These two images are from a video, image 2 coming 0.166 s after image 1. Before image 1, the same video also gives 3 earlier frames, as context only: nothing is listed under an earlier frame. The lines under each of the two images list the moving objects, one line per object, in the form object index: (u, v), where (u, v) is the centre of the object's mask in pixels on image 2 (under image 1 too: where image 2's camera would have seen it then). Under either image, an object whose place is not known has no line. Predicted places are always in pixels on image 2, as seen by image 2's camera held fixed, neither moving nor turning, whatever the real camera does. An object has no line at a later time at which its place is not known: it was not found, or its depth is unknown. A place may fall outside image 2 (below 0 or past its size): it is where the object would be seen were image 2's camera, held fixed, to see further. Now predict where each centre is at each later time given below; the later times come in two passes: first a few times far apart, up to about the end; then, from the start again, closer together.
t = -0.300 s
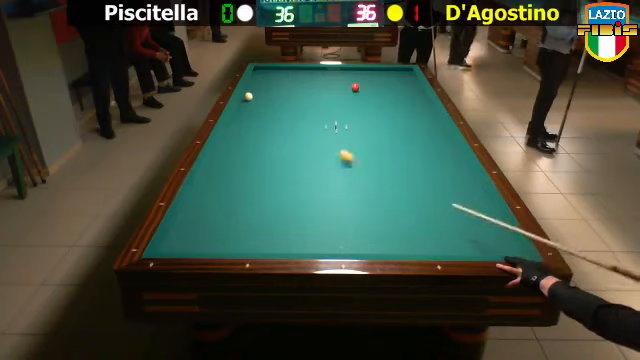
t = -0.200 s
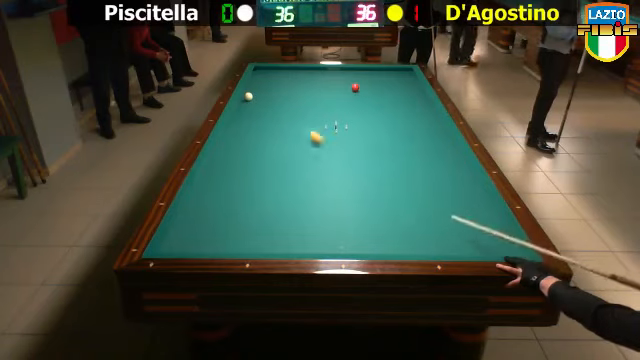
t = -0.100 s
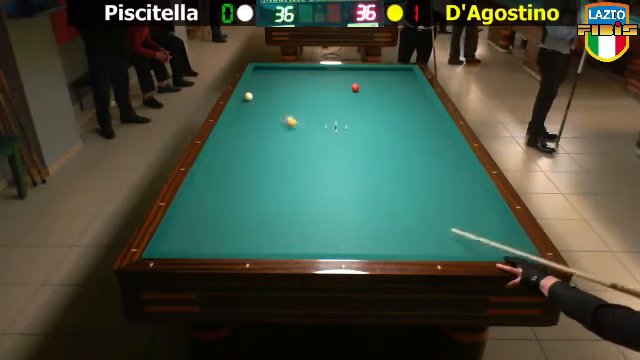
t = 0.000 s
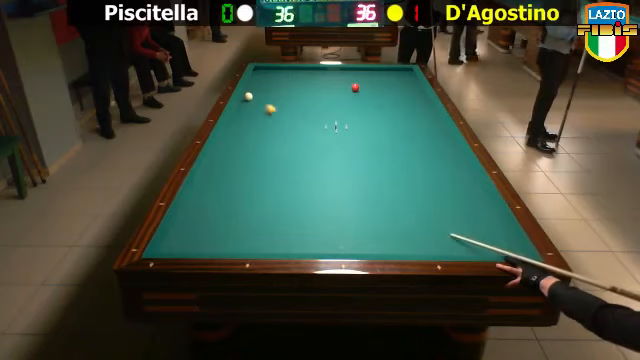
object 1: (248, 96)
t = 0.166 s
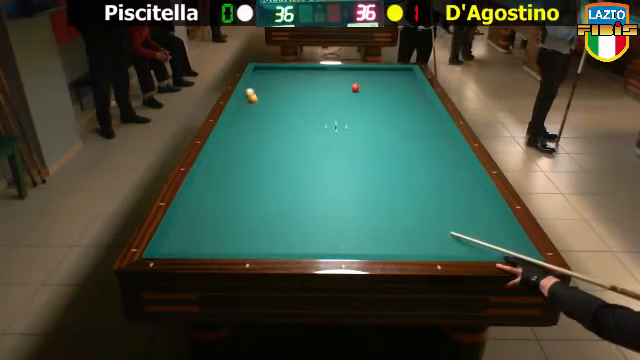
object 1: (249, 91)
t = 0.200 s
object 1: (254, 90)
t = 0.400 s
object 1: (280, 82)
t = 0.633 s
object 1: (303, 75)
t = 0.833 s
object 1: (321, 69)
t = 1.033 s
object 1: (338, 70)
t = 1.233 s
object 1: (357, 74)
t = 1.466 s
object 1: (379, 78)
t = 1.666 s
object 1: (398, 82)
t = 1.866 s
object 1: (418, 86)
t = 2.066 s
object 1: (410, 90)
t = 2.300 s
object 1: (401, 95)
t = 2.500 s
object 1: (392, 100)
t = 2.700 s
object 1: (383, 104)
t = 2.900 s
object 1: (374, 109)
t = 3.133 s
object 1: (362, 115)
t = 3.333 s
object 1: (352, 120)
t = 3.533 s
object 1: (342, 126)
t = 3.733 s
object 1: (330, 131)
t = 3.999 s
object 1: (316, 139)
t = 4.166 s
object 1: (306, 144)
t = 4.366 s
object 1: (293, 151)
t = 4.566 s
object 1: (281, 158)
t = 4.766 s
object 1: (268, 164)
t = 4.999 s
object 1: (251, 173)
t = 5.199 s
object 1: (237, 180)
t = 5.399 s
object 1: (222, 187)
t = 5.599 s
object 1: (206, 196)
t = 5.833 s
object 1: (192, 205)
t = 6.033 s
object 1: (195, 211)
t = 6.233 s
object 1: (198, 218)
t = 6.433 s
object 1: (201, 225)
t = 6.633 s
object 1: (204, 233)
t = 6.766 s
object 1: (206, 236)
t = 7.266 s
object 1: (219, 244)
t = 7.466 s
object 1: (220, 243)
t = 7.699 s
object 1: (225, 239)
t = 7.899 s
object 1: (229, 236)
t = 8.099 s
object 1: (232, 234)
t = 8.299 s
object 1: (236, 231)
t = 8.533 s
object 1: (239, 228)
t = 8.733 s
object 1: (242, 226)
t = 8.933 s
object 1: (245, 224)
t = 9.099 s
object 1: (247, 222)
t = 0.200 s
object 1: (254, 90)
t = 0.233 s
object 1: (260, 88)
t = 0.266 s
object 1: (264, 87)
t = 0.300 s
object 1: (268, 85)
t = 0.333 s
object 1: (273, 84)
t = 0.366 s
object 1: (276, 83)
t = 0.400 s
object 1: (280, 82)
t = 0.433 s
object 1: (283, 81)
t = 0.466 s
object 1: (287, 80)
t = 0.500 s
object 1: (290, 79)
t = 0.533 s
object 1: (294, 77)
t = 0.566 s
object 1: (296, 76)
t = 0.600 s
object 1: (300, 75)
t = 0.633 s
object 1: (303, 75)
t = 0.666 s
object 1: (306, 74)
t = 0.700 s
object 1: (309, 73)
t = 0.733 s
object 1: (312, 72)
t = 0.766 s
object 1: (315, 71)
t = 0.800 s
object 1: (318, 70)
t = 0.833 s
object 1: (321, 69)
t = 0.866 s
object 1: (323, 68)
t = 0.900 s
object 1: (326, 68)
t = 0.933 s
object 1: (329, 69)
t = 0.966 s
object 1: (332, 69)
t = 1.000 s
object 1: (335, 69)
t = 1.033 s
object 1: (338, 70)
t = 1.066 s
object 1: (341, 71)
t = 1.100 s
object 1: (344, 71)
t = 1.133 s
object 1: (347, 72)
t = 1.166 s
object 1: (350, 72)
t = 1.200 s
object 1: (354, 73)
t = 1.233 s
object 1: (357, 74)
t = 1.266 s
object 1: (360, 75)
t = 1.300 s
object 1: (363, 75)
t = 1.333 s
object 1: (366, 76)
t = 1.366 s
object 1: (369, 76)
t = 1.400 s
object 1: (372, 77)
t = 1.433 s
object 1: (376, 77)
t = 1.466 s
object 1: (379, 78)
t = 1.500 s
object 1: (382, 78)
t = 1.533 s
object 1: (385, 79)
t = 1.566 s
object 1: (388, 80)
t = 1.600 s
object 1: (391, 80)
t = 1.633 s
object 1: (395, 81)
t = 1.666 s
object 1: (398, 82)
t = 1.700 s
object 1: (402, 83)
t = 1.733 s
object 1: (405, 83)
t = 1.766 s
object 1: (408, 84)
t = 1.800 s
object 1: (411, 85)
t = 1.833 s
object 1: (415, 85)
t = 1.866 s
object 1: (418, 86)
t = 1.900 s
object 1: (417, 86)
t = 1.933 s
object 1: (416, 87)
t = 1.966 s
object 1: (414, 88)
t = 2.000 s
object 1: (413, 89)
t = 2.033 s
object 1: (411, 89)
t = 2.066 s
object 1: (410, 90)
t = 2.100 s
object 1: (409, 91)
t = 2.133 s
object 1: (408, 91)
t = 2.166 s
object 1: (406, 92)
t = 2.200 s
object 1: (405, 93)
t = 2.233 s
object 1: (403, 94)
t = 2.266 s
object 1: (402, 94)
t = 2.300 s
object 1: (401, 95)
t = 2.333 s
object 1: (399, 96)
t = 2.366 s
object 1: (398, 97)
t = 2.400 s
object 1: (396, 97)
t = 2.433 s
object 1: (395, 98)
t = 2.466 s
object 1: (394, 99)
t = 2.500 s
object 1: (392, 100)
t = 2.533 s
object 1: (390, 100)
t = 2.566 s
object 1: (389, 101)
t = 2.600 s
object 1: (388, 102)
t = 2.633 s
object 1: (386, 103)
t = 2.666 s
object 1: (385, 103)
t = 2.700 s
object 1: (383, 104)
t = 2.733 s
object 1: (381, 105)
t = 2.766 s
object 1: (380, 105)
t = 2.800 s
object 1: (378, 106)
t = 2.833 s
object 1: (377, 107)
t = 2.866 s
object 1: (375, 108)
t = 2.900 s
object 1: (374, 109)
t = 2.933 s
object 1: (372, 110)
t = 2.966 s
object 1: (371, 110)
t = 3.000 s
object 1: (369, 111)
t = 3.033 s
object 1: (368, 112)
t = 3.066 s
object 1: (366, 113)
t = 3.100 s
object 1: (364, 114)
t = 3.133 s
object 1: (362, 115)
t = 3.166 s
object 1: (361, 116)
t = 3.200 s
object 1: (359, 117)
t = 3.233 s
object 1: (357, 117)
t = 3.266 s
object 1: (356, 118)
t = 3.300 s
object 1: (354, 119)
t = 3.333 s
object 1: (352, 120)
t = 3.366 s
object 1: (350, 121)
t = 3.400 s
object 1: (349, 122)
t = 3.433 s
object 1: (349, 122)
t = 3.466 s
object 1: (346, 124)
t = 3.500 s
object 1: (344, 125)
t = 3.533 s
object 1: (342, 126)
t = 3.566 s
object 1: (340, 127)
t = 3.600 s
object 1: (338, 128)
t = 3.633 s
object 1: (337, 129)
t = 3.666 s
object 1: (335, 129)
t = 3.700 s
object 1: (333, 130)
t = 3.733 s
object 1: (330, 131)
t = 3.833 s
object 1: (325, 134)
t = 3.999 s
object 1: (316, 139)
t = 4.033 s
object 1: (313, 140)
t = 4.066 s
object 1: (311, 141)
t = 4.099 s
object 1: (309, 142)
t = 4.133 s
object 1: (308, 143)
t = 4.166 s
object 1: (306, 144)
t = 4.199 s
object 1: (304, 146)
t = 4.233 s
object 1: (302, 146)
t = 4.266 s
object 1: (300, 148)
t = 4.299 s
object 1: (298, 148)
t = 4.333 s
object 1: (296, 150)
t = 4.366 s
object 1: (293, 151)
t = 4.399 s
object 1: (291, 152)
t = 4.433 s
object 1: (289, 153)
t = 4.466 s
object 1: (287, 154)
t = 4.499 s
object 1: (285, 155)
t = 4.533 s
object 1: (283, 156)
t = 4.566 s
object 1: (281, 158)
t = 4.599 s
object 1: (278, 159)
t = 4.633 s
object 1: (276, 160)
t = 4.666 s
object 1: (274, 161)
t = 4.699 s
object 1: (272, 162)
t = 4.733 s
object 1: (270, 163)
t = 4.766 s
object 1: (268, 164)
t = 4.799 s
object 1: (265, 166)
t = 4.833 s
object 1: (263, 166)
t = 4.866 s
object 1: (261, 168)
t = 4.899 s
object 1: (258, 169)
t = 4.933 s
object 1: (256, 170)
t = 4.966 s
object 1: (254, 171)
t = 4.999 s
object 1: (251, 173)
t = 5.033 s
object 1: (249, 173)
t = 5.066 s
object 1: (247, 175)
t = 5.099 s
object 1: (244, 176)
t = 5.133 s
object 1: (242, 177)
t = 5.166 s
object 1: (239, 178)
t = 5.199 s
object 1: (237, 180)
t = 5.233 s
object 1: (235, 181)
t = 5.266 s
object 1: (232, 182)
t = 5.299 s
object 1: (230, 183)
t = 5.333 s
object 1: (227, 185)
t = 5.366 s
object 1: (224, 186)
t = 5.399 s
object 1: (222, 187)
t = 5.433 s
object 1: (219, 189)
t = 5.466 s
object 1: (217, 190)
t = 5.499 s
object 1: (214, 191)
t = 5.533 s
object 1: (212, 193)
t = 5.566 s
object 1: (209, 194)
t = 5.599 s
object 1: (206, 196)
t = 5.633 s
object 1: (204, 197)
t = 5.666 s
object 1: (201, 198)
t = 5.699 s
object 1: (199, 200)
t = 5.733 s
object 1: (196, 201)
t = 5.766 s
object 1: (193, 202)
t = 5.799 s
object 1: (191, 204)
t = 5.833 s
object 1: (192, 205)
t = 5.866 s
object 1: (193, 206)
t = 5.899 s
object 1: (193, 207)
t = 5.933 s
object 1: (194, 208)
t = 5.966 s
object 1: (194, 209)
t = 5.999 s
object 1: (194, 210)
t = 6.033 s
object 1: (195, 211)
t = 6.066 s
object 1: (196, 212)
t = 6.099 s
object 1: (196, 213)
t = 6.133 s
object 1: (197, 214)
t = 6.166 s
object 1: (197, 216)
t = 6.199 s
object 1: (198, 217)
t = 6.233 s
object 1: (198, 218)
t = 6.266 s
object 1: (199, 219)
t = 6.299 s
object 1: (199, 221)
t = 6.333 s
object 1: (199, 222)
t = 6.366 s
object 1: (200, 223)
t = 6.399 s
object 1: (200, 224)
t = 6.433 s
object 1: (201, 225)
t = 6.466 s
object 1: (201, 226)
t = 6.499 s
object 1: (202, 228)
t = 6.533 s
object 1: (202, 229)
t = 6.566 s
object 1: (202, 230)
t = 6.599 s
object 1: (203, 232)
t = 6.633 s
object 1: (204, 233)
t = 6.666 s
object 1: (204, 234)
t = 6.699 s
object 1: (205, 235)
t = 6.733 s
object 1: (205, 236)
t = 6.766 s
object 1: (206, 236)
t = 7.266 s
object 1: (219, 244)
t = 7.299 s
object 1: (216, 245)
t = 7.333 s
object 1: (217, 244)
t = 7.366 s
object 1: (218, 244)
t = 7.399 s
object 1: (218, 243)
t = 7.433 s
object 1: (219, 243)
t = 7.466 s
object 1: (220, 243)
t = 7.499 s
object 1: (221, 242)
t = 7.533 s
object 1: (221, 242)
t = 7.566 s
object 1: (222, 242)
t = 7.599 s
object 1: (223, 241)
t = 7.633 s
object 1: (223, 241)
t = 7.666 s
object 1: (224, 240)
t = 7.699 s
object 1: (225, 239)
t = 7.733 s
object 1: (225, 239)
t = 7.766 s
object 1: (226, 238)
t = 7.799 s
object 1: (227, 238)
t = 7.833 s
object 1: (227, 237)
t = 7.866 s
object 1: (228, 237)
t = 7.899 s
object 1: (229, 236)
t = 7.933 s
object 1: (229, 236)
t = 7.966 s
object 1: (230, 235)
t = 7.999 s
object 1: (231, 235)
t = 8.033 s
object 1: (231, 234)
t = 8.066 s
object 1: (232, 234)
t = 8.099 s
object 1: (232, 234)
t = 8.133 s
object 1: (233, 233)
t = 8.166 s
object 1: (234, 233)
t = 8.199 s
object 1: (234, 232)
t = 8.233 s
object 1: (235, 231)
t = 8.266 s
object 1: (235, 231)
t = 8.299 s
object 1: (236, 231)
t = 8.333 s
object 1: (236, 230)
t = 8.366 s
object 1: (237, 230)
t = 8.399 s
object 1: (237, 229)
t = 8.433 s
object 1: (238, 229)
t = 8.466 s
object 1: (238, 229)
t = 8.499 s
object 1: (239, 228)
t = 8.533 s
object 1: (239, 228)
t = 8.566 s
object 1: (240, 227)
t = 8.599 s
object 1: (240, 227)
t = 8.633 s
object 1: (241, 227)
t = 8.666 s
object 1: (241, 226)
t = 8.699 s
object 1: (242, 226)
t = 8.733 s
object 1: (242, 226)
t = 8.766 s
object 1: (243, 226)
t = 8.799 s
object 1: (243, 225)
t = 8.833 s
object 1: (244, 224)
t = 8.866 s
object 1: (244, 224)
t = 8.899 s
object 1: (244, 224)
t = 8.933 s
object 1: (245, 224)
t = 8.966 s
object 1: (245, 223)
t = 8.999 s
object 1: (246, 223)
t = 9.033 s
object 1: (246, 223)
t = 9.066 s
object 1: (246, 222)
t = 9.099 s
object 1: (247, 222)
